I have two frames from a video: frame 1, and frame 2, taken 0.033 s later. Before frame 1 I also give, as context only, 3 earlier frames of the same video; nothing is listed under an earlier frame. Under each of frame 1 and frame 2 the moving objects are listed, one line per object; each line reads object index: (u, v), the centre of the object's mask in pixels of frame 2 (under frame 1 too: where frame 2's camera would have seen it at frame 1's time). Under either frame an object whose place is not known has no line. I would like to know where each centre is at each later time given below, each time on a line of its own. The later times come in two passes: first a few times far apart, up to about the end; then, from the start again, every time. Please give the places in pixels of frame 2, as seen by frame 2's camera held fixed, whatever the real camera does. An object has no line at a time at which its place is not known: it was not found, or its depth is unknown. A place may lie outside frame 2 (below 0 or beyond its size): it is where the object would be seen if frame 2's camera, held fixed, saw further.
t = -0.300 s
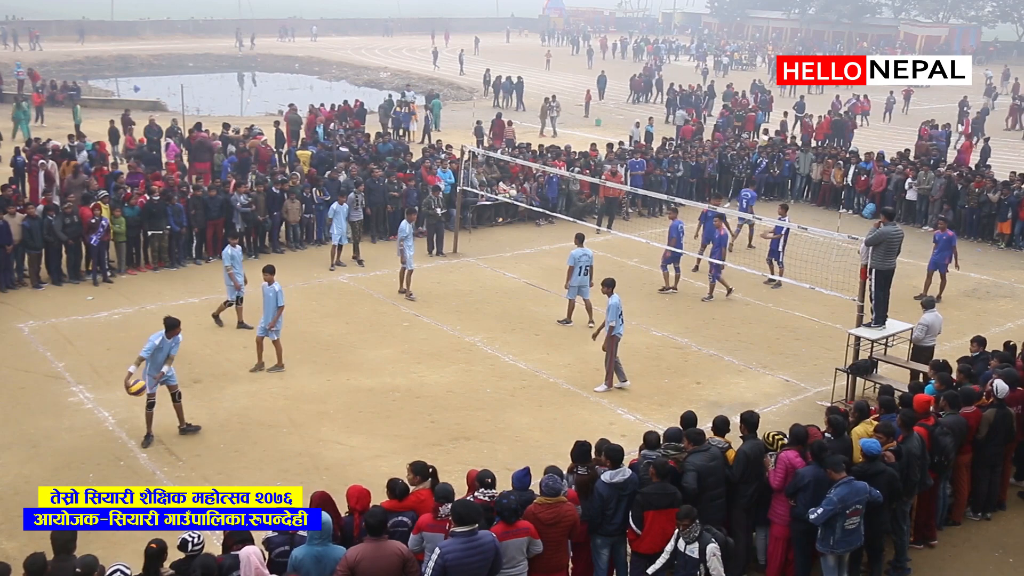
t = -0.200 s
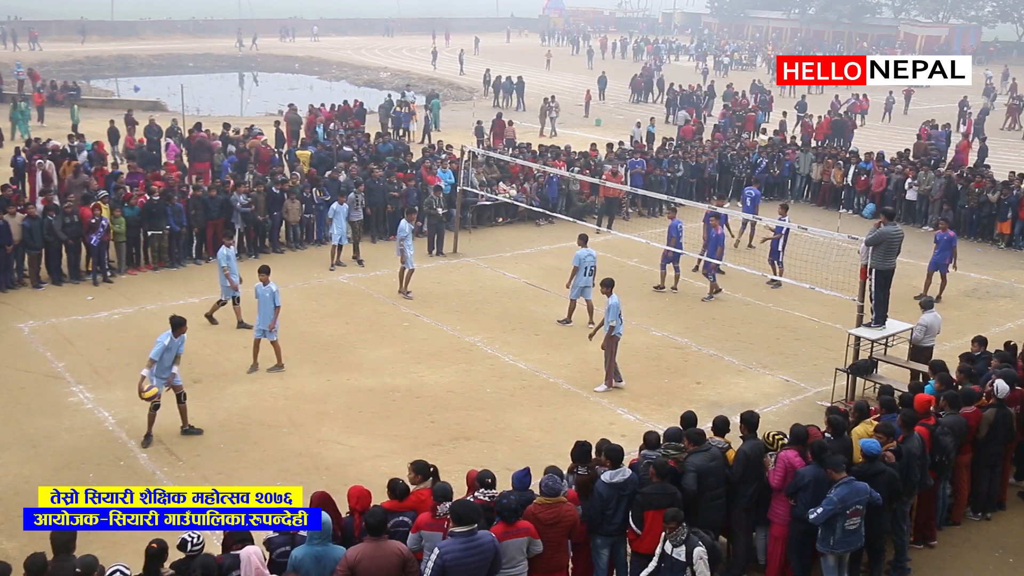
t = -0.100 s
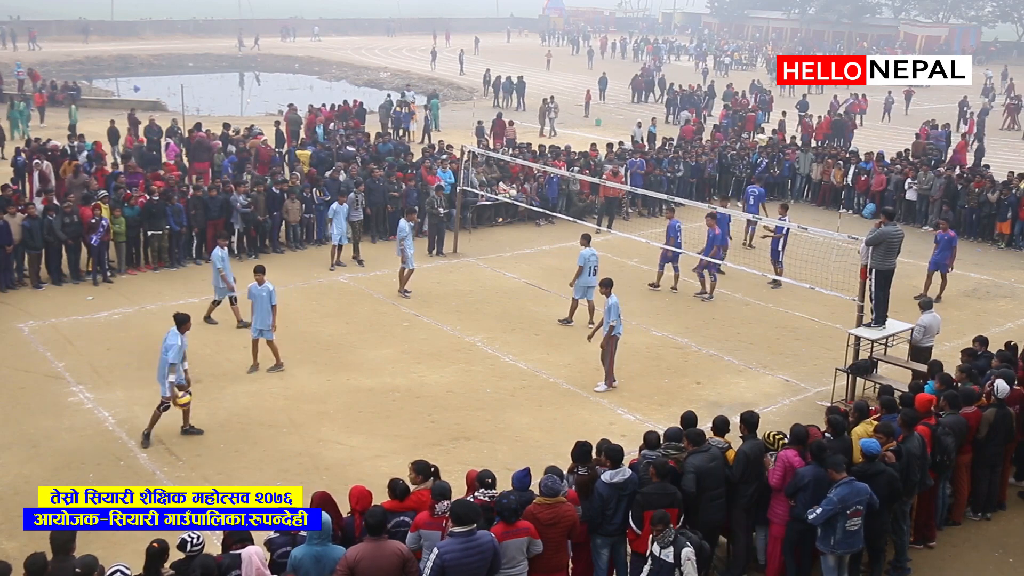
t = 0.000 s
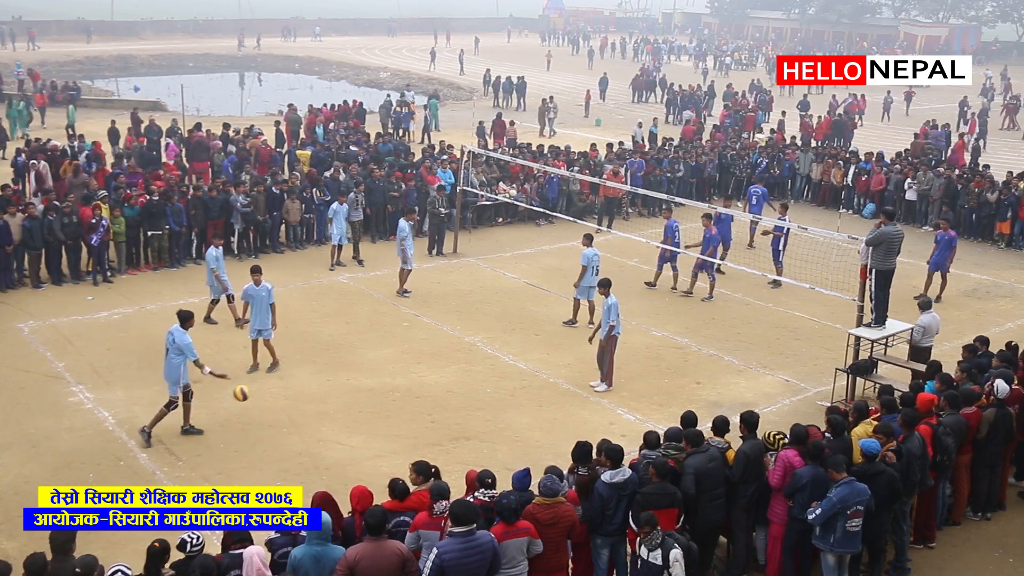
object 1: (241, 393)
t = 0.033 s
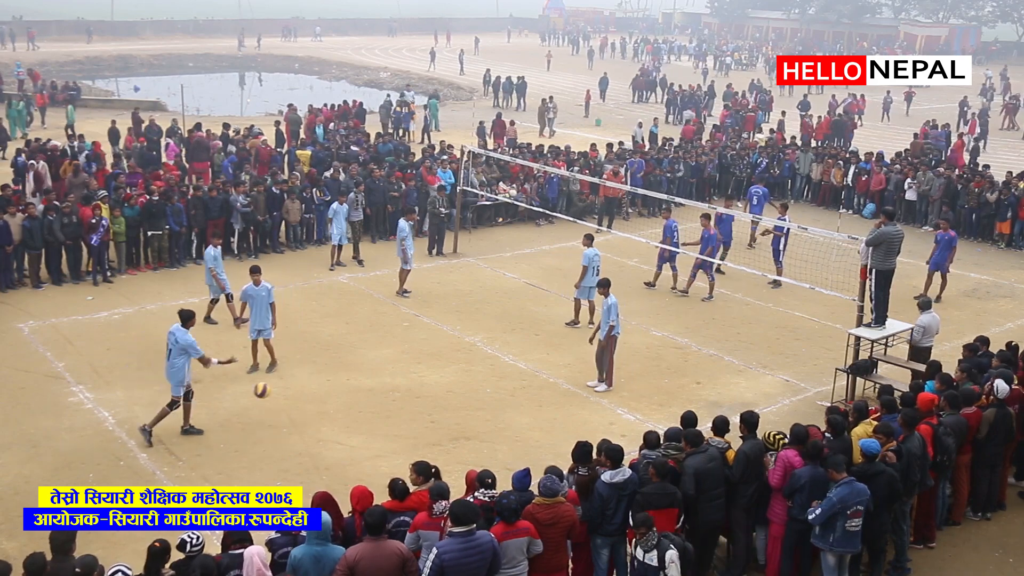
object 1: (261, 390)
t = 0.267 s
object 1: (385, 389)
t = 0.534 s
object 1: (466, 340)
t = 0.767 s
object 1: (528, 337)
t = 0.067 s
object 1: (281, 388)
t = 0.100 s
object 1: (300, 387)
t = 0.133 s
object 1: (318, 387)
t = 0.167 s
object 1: (336, 387)
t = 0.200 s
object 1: (354, 388)
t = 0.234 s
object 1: (371, 390)
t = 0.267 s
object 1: (385, 389)
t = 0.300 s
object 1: (396, 380)
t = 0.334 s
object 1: (407, 371)
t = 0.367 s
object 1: (417, 364)
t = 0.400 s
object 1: (427, 357)
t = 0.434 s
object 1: (438, 352)
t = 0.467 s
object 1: (447, 346)
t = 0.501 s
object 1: (457, 342)
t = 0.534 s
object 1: (466, 340)
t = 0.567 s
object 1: (476, 337)
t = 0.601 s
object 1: (485, 335)
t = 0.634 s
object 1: (494, 334)
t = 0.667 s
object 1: (503, 334)
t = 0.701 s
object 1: (511, 334)
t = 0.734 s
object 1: (519, 335)
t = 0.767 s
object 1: (528, 337)
